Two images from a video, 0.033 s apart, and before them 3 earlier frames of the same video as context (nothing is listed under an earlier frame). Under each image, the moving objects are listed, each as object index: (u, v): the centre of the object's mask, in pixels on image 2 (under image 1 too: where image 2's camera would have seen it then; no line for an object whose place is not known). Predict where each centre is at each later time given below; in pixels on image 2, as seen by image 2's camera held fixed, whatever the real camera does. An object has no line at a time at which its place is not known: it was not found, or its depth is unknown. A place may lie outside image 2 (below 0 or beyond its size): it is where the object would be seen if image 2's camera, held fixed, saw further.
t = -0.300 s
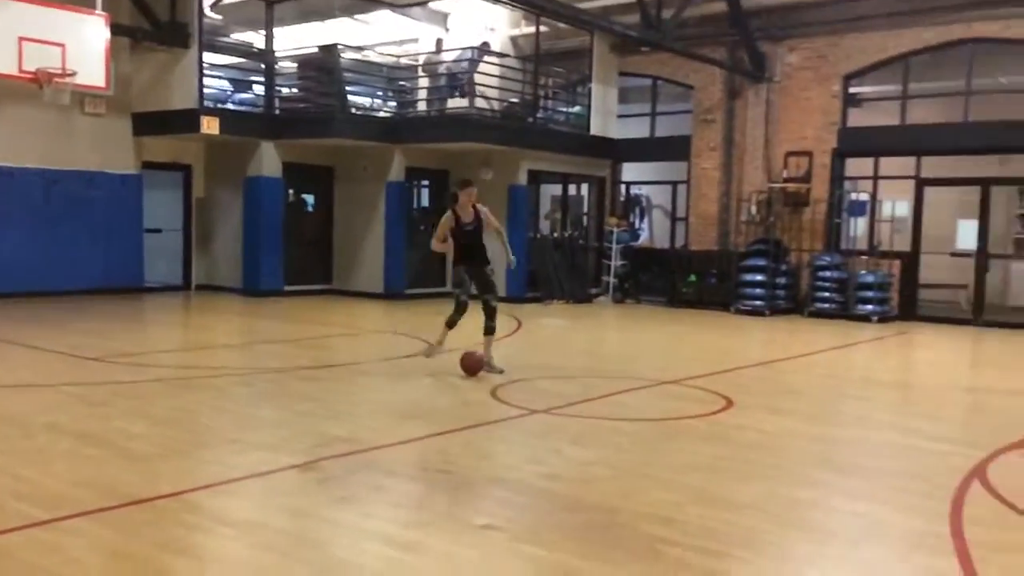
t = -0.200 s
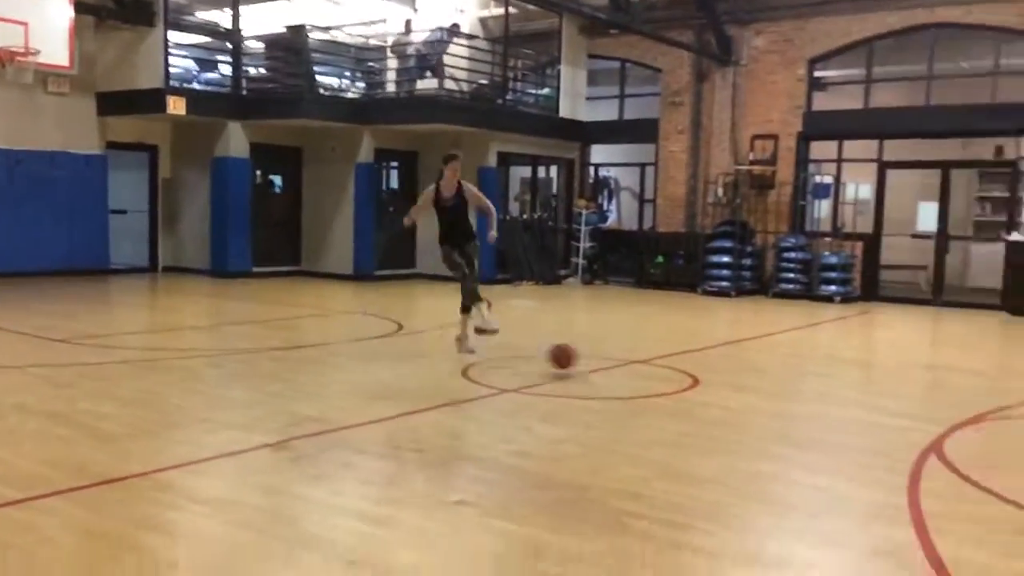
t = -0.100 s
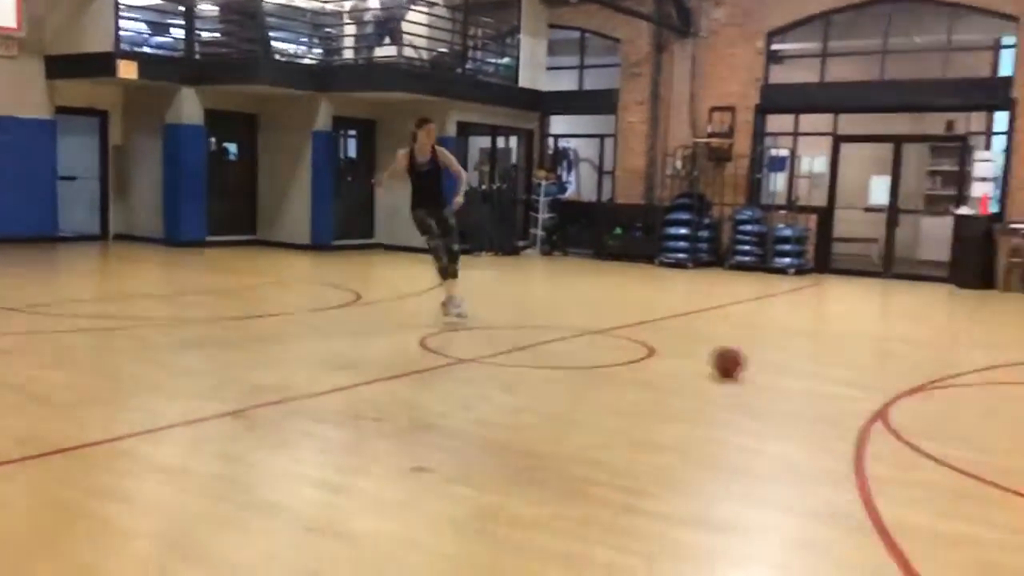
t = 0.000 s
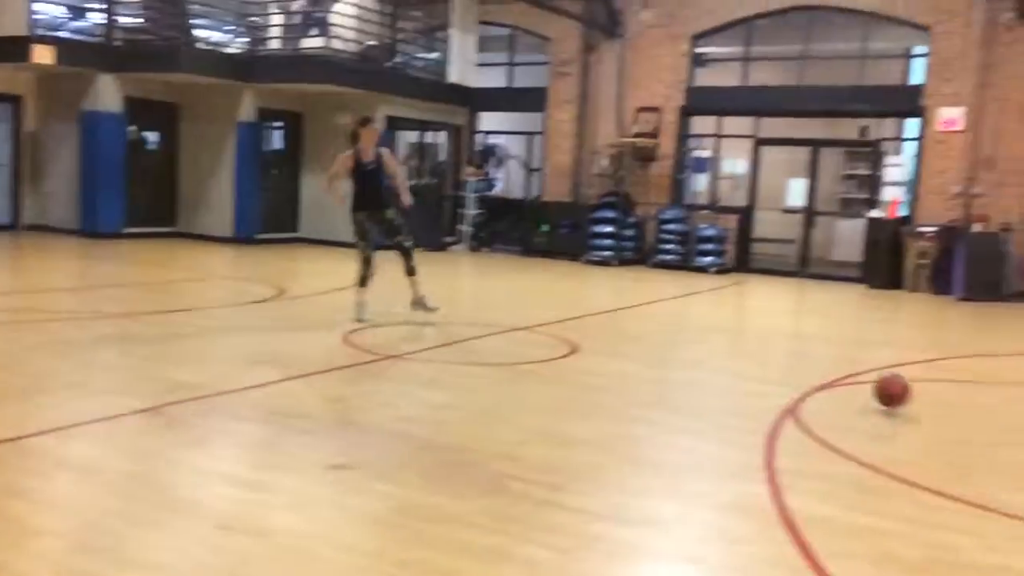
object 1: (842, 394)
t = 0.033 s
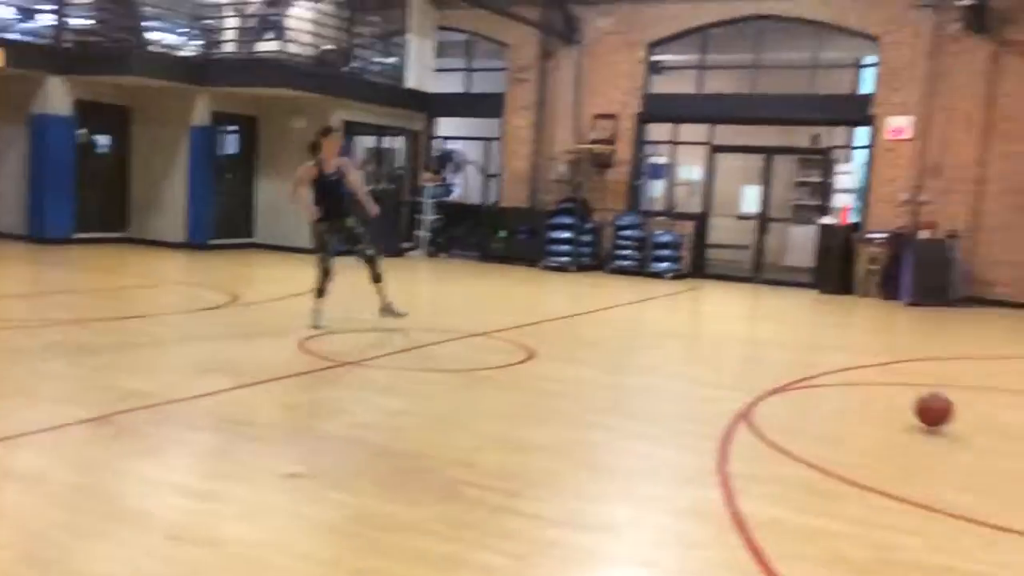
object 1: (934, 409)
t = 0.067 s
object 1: (1033, 428)
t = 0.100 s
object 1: (1137, 443)
